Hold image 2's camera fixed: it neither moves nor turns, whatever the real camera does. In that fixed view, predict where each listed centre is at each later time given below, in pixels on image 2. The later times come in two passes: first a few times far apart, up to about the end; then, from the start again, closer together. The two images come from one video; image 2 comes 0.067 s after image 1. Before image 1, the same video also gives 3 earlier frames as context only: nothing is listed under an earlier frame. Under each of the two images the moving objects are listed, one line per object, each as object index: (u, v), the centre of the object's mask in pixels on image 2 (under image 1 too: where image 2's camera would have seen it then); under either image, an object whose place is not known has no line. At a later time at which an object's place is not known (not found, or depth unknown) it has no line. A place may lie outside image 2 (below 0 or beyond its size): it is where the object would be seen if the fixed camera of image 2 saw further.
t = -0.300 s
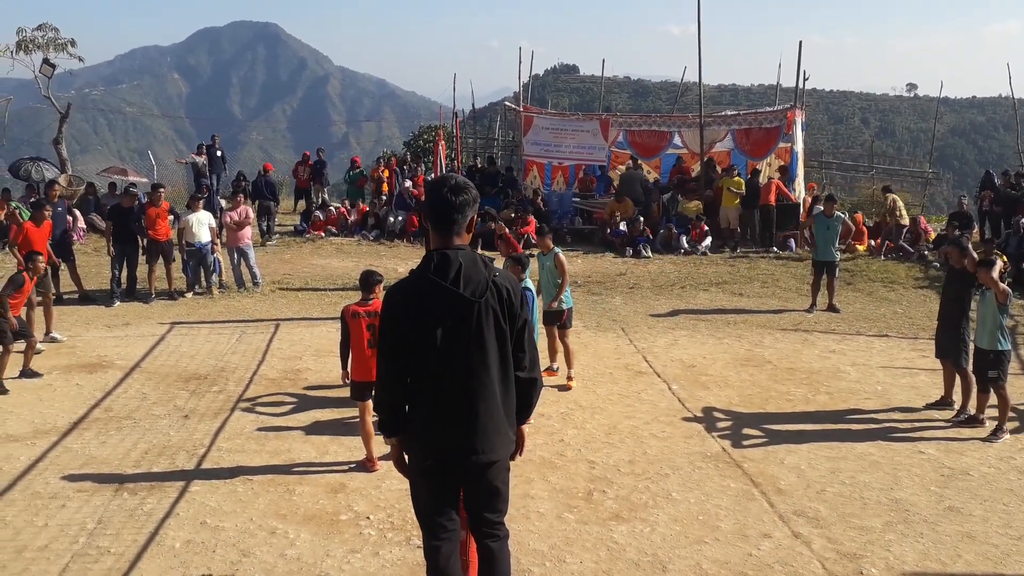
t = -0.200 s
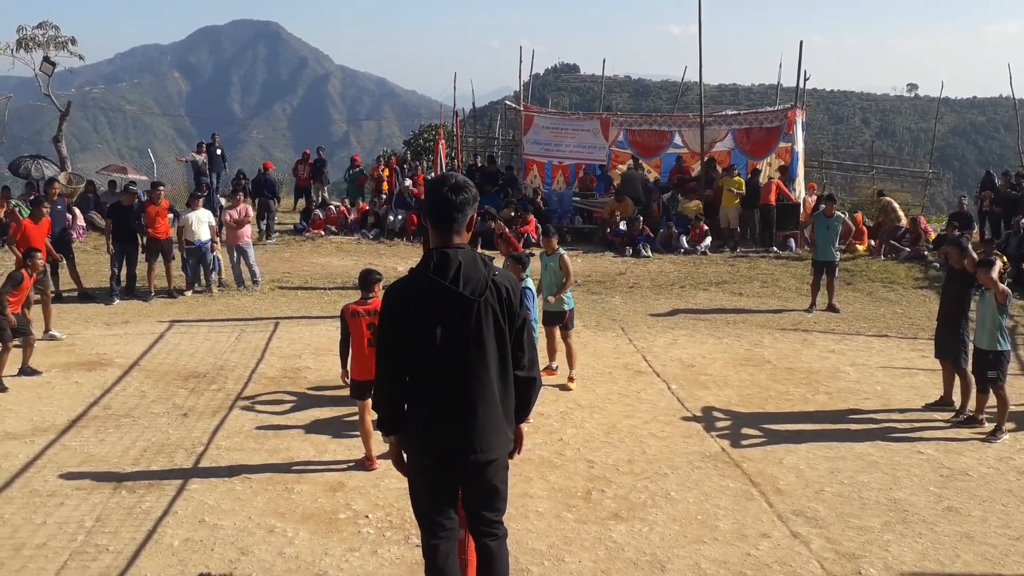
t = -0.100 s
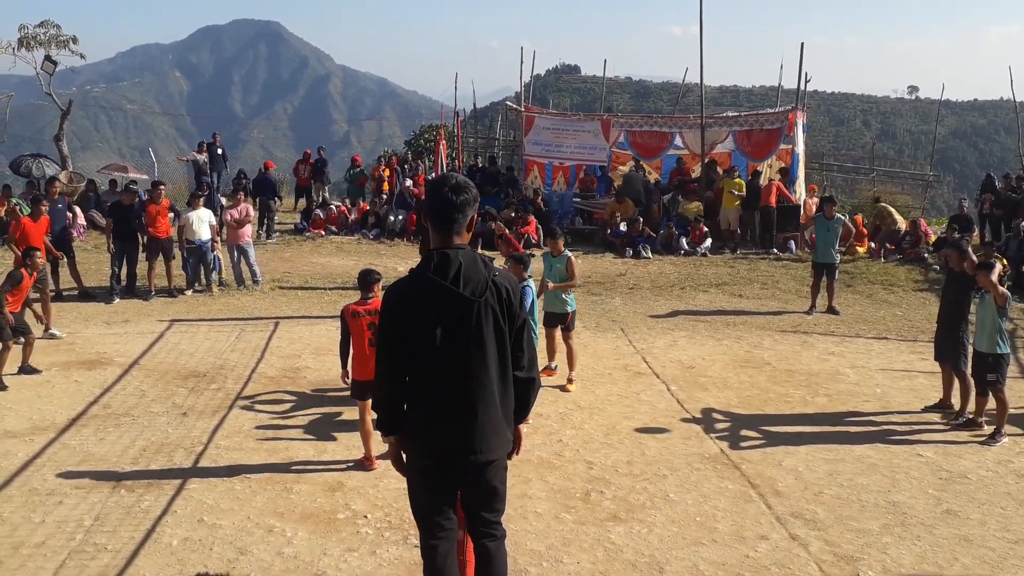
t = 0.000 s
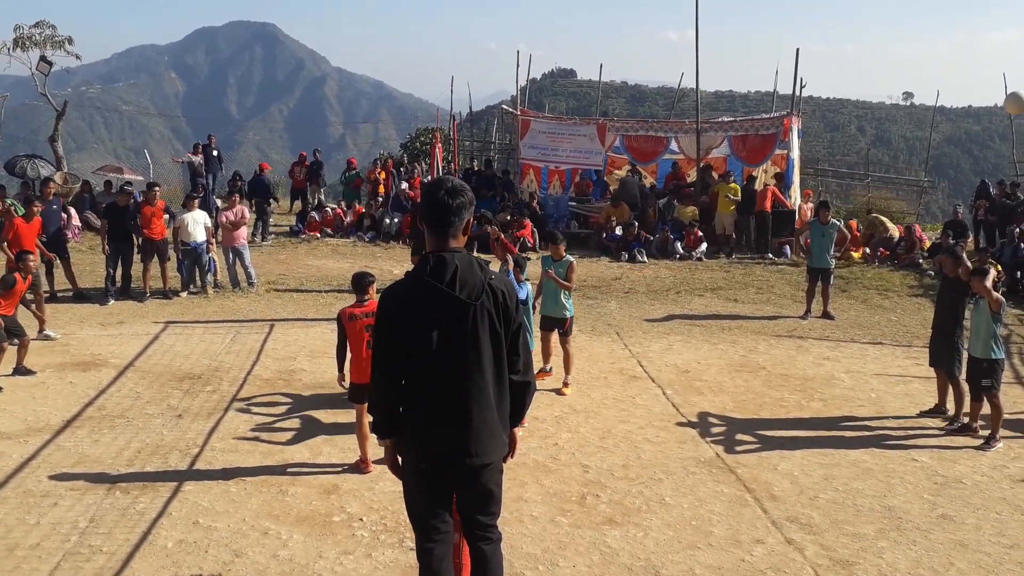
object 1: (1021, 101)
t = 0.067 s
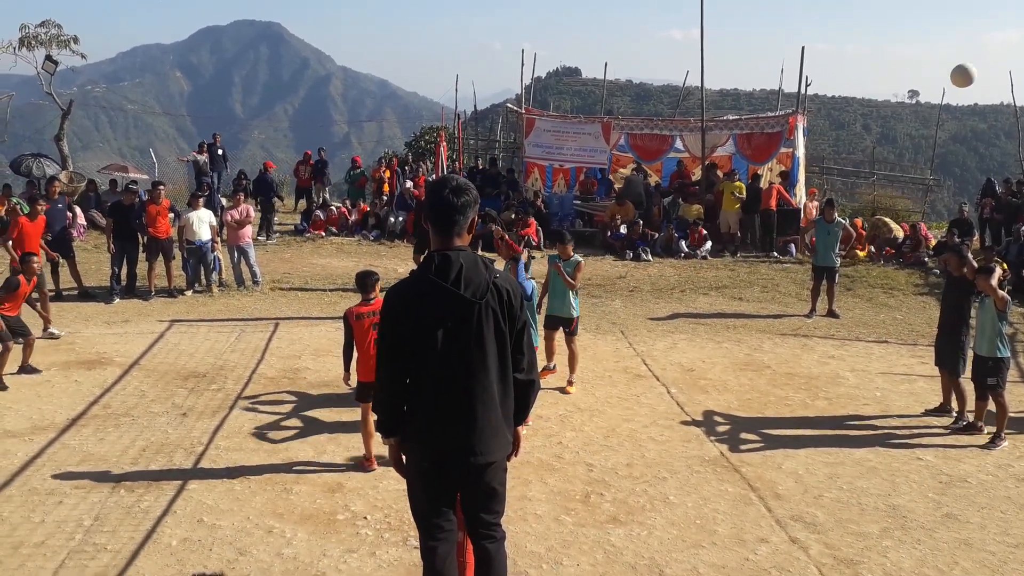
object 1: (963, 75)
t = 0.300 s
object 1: (730, 21)
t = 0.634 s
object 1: (313, 69)
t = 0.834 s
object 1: (4, 191)
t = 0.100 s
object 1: (932, 64)
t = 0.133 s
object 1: (901, 54)
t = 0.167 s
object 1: (868, 45)
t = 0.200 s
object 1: (835, 37)
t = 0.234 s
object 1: (801, 30)
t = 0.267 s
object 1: (766, 25)
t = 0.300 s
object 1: (730, 21)
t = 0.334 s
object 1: (693, 19)
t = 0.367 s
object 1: (655, 18)
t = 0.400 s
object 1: (616, 19)
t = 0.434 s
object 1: (575, 22)
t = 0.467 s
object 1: (535, 27)
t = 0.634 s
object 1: (313, 69)
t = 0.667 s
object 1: (263, 83)
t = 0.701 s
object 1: (213, 100)
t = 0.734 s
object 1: (162, 118)
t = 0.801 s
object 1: (56, 163)
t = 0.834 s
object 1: (4, 191)
